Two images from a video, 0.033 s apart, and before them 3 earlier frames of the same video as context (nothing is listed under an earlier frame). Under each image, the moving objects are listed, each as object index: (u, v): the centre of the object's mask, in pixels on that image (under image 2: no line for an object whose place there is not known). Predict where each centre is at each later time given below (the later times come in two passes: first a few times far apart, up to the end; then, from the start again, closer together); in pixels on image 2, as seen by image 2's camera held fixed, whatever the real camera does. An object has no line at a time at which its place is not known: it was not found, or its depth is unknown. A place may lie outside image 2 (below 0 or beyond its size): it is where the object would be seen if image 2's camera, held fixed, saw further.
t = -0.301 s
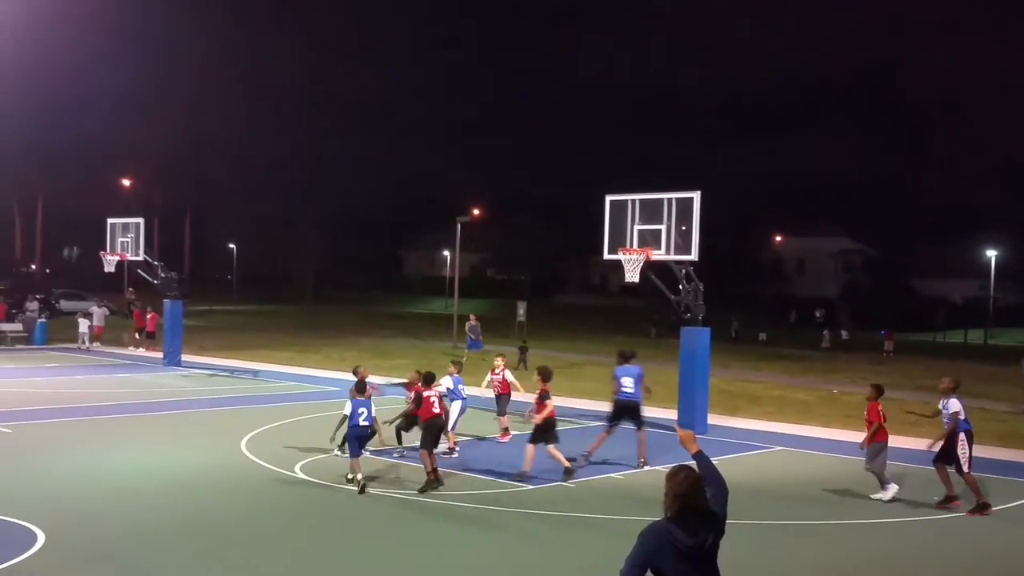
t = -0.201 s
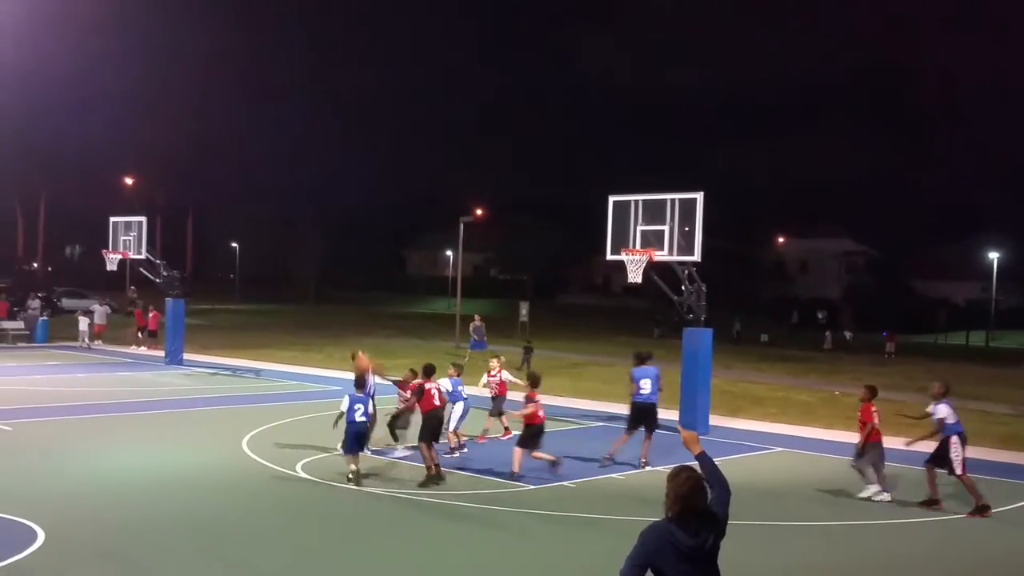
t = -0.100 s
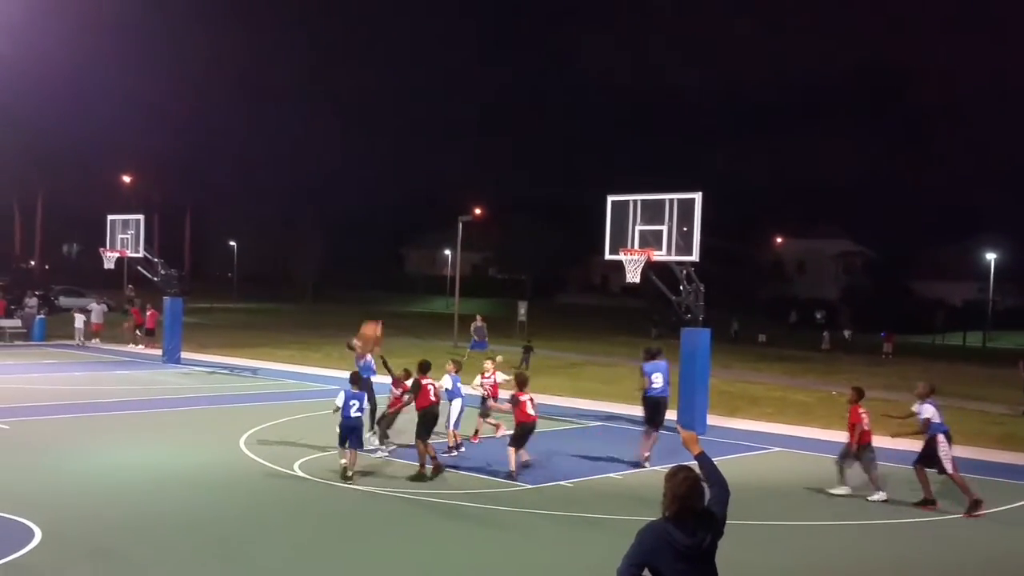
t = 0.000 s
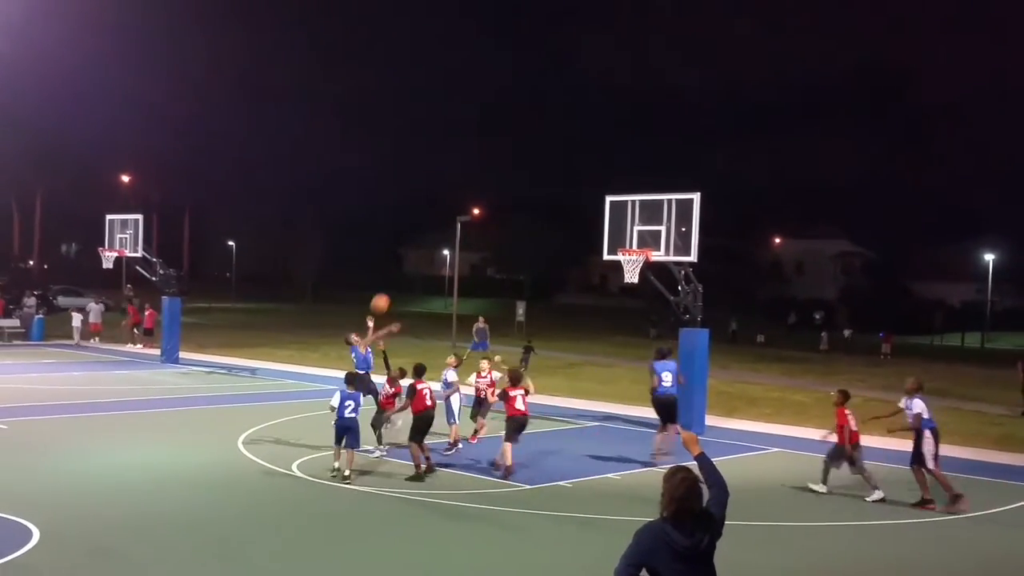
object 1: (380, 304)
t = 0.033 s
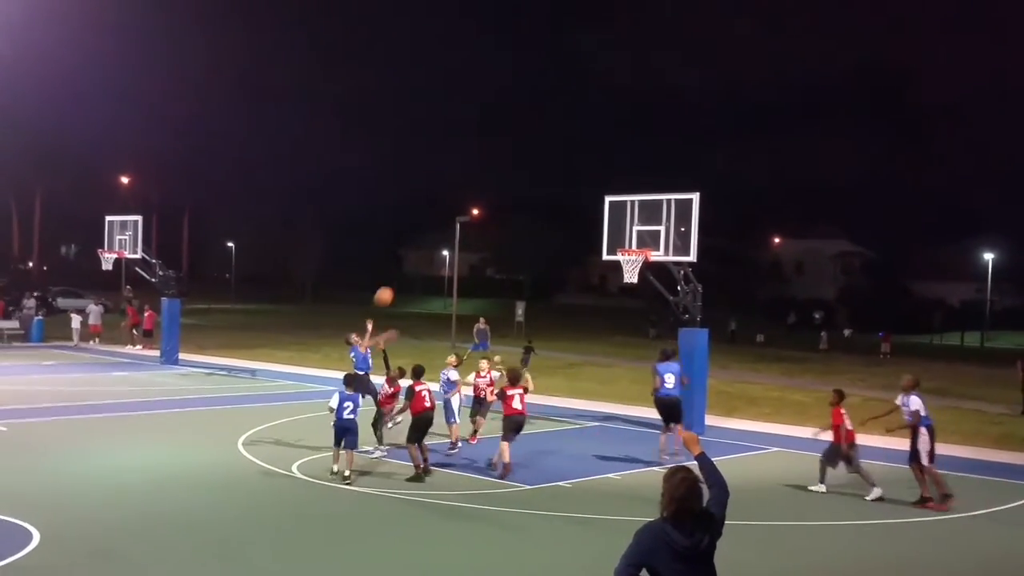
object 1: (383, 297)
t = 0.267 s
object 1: (414, 263)
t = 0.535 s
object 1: (446, 272)
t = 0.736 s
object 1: (471, 315)
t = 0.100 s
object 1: (392, 283)
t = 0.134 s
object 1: (397, 278)
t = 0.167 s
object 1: (401, 273)
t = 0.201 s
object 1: (406, 269)
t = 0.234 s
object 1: (410, 266)
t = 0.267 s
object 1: (414, 263)
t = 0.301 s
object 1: (418, 261)
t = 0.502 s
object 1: (442, 269)
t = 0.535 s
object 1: (446, 272)
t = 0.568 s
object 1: (451, 277)
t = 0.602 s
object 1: (456, 283)
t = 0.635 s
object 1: (459, 290)
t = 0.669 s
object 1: (464, 297)
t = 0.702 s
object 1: (467, 306)
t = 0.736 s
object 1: (471, 315)
